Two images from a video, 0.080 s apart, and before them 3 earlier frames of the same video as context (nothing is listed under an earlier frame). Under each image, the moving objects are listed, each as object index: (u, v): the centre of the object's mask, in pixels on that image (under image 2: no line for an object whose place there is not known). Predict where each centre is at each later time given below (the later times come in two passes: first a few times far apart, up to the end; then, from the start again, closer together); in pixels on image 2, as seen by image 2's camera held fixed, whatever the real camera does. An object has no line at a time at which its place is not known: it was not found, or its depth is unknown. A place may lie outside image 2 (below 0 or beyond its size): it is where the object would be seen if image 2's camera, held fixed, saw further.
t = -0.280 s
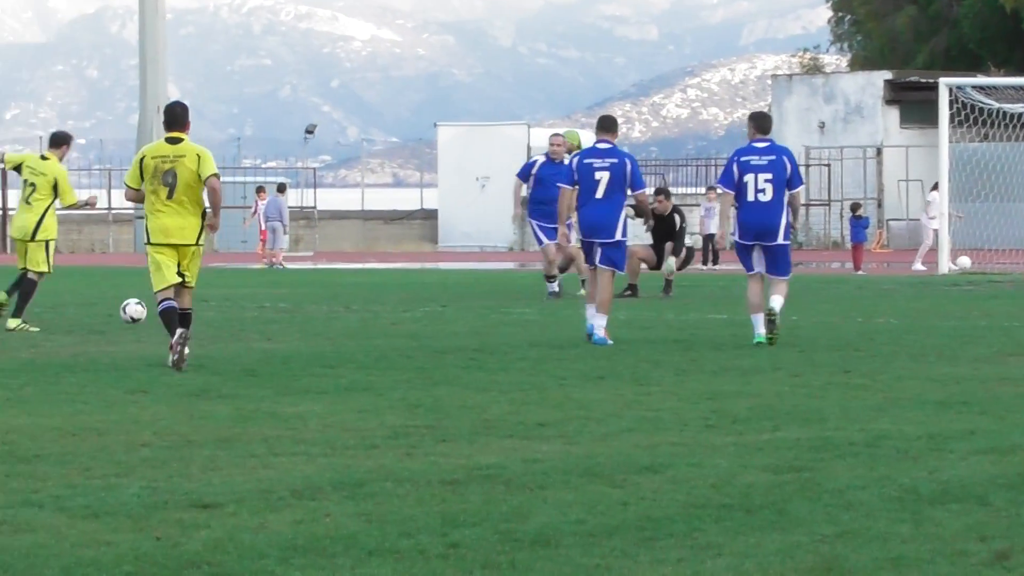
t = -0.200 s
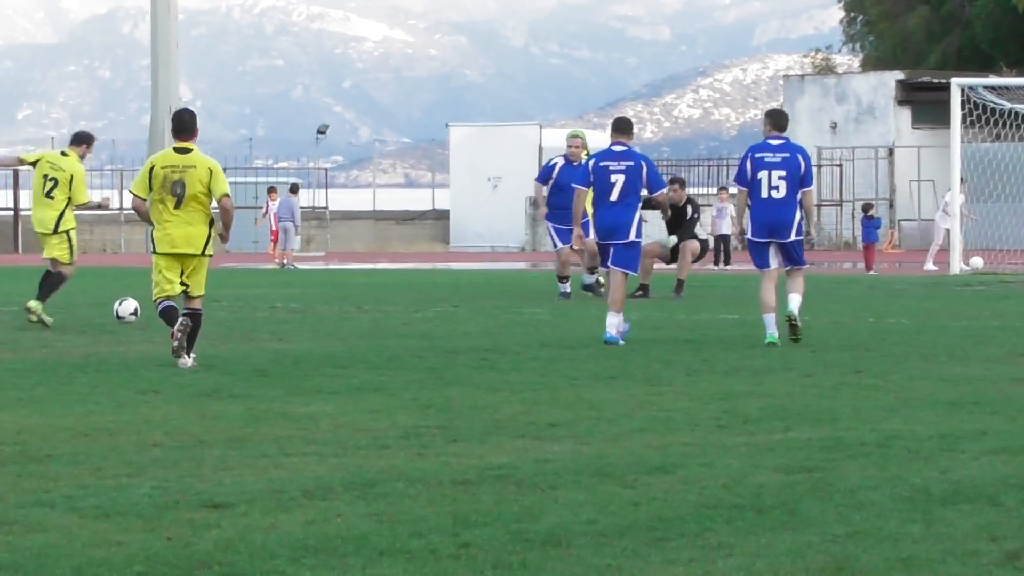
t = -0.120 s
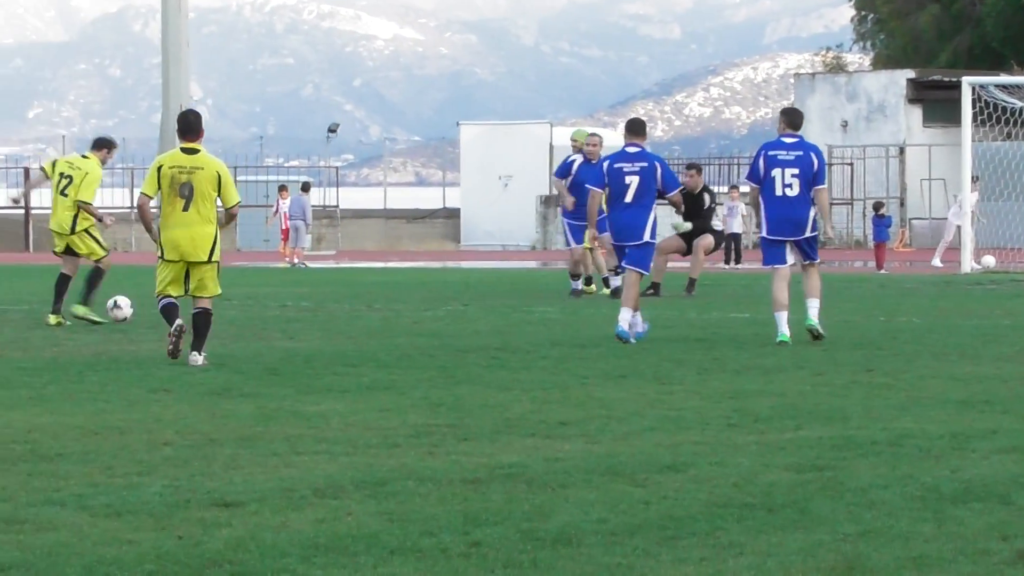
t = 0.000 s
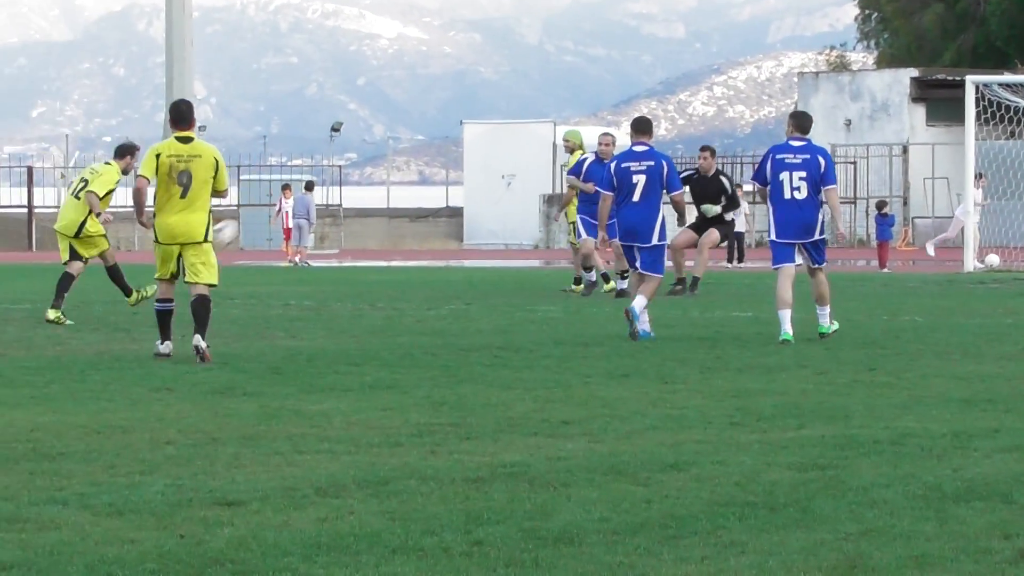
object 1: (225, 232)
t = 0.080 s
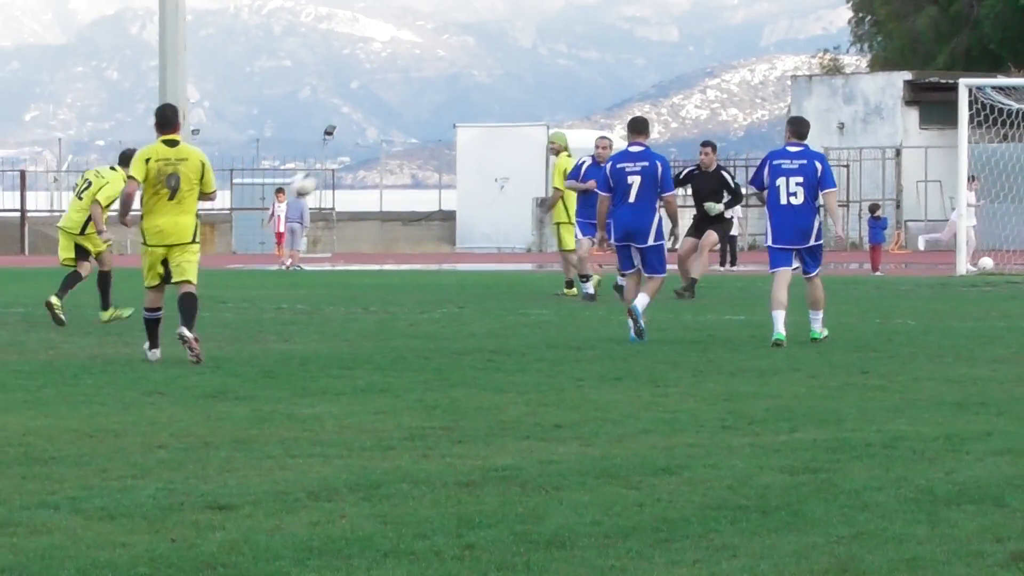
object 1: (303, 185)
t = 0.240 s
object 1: (453, 101)
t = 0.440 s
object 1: (612, 36)
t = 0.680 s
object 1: (775, 4)
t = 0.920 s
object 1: (910, 12)
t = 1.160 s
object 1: (1021, 61)
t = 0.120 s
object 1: (343, 160)
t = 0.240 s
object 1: (453, 101)
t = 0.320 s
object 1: (521, 70)
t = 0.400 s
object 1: (583, 46)
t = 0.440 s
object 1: (612, 36)
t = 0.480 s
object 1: (642, 27)
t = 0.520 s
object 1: (669, 20)
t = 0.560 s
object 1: (696, 14)
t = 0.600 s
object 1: (723, 9)
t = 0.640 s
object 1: (749, 6)
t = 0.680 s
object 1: (775, 4)
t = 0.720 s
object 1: (800, 2)
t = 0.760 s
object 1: (824, 2)
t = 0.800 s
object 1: (847, 3)
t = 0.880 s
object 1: (890, 8)
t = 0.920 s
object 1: (910, 12)
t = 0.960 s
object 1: (929, 17)
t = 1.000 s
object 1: (948, 24)
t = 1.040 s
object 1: (967, 32)
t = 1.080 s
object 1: (985, 41)
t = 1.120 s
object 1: (1003, 50)
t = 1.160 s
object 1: (1021, 61)
